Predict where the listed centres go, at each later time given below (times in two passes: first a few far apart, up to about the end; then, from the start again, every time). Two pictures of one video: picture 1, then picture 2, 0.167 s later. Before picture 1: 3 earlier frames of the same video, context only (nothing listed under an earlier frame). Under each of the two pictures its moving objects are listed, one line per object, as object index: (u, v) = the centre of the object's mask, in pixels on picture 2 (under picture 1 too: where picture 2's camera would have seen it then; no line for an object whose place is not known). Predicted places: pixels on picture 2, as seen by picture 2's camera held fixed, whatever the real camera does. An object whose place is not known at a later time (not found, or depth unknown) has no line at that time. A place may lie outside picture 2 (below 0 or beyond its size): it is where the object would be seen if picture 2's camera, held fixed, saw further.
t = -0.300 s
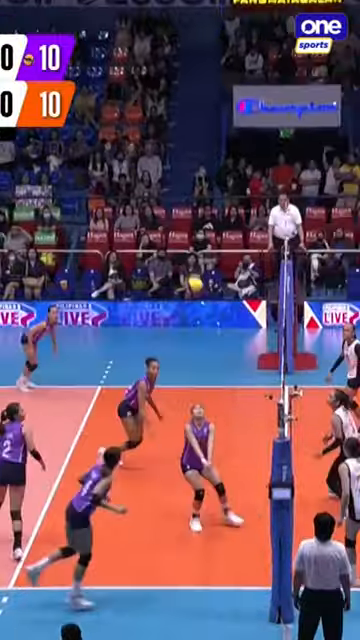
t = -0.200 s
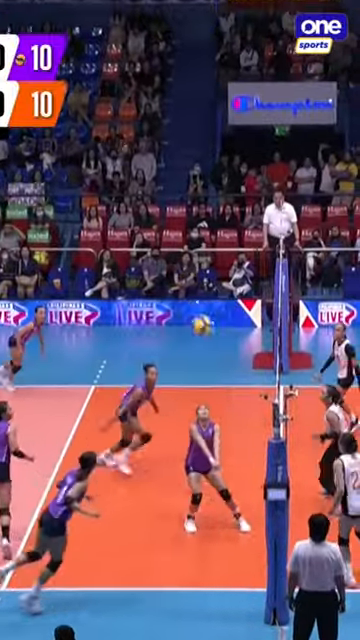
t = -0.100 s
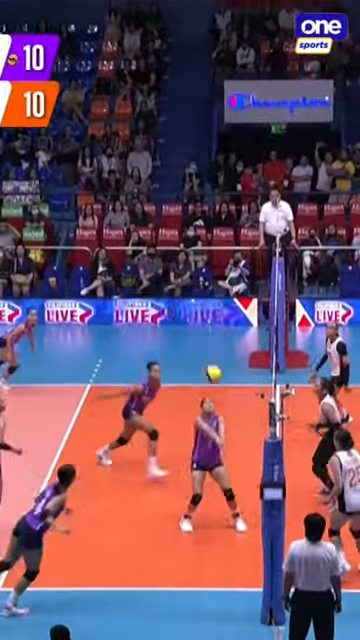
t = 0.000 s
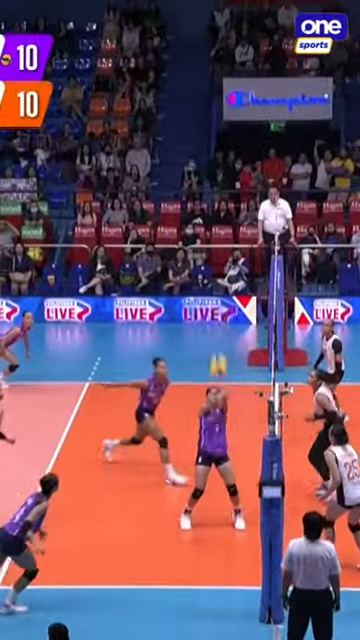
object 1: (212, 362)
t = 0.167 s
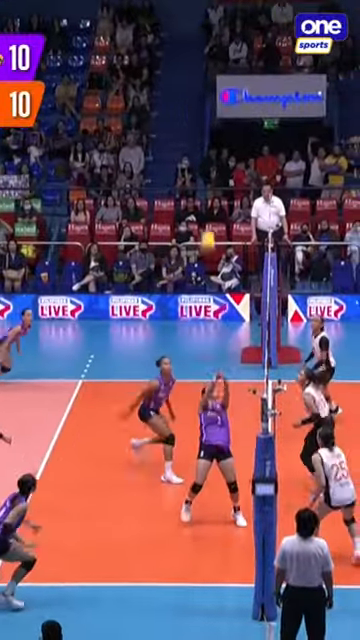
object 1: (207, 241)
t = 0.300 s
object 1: (202, 165)
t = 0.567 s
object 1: (195, 70)
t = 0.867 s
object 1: (190, 40)
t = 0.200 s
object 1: (205, 220)
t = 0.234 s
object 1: (205, 202)
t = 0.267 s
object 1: (204, 182)
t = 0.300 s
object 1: (202, 165)
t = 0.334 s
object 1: (201, 150)
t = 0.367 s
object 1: (200, 135)
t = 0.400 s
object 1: (199, 122)
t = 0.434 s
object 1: (198, 109)
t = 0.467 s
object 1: (197, 98)
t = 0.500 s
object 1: (197, 87)
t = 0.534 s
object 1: (196, 78)
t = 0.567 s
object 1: (195, 70)
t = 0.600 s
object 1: (194, 63)
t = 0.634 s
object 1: (193, 57)
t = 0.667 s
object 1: (193, 51)
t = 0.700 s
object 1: (193, 47)
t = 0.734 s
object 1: (192, 44)
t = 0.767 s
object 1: (192, 42)
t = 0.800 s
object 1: (191, 40)
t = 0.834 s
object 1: (190, 40)
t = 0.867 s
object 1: (190, 40)
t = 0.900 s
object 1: (189, 42)
